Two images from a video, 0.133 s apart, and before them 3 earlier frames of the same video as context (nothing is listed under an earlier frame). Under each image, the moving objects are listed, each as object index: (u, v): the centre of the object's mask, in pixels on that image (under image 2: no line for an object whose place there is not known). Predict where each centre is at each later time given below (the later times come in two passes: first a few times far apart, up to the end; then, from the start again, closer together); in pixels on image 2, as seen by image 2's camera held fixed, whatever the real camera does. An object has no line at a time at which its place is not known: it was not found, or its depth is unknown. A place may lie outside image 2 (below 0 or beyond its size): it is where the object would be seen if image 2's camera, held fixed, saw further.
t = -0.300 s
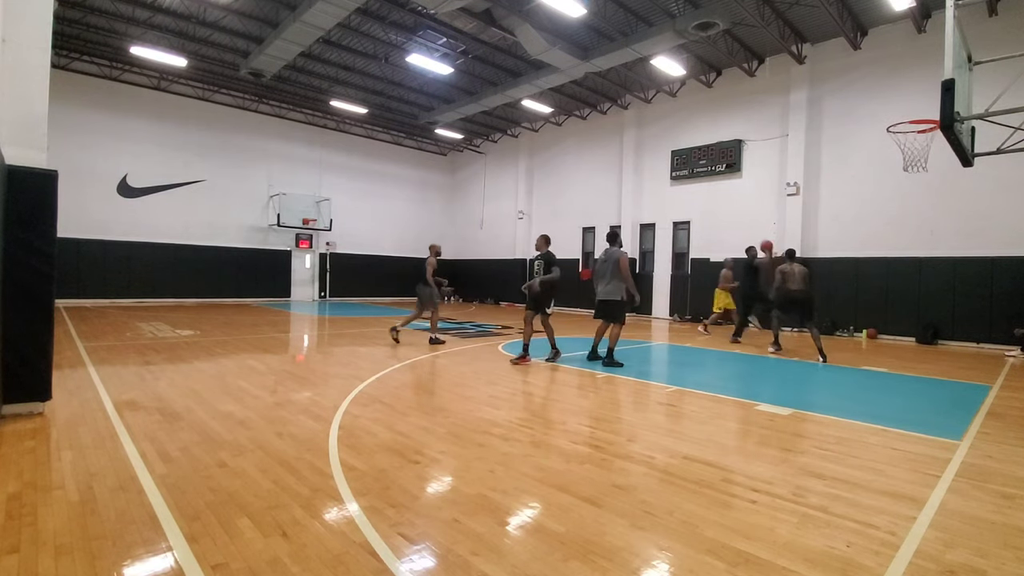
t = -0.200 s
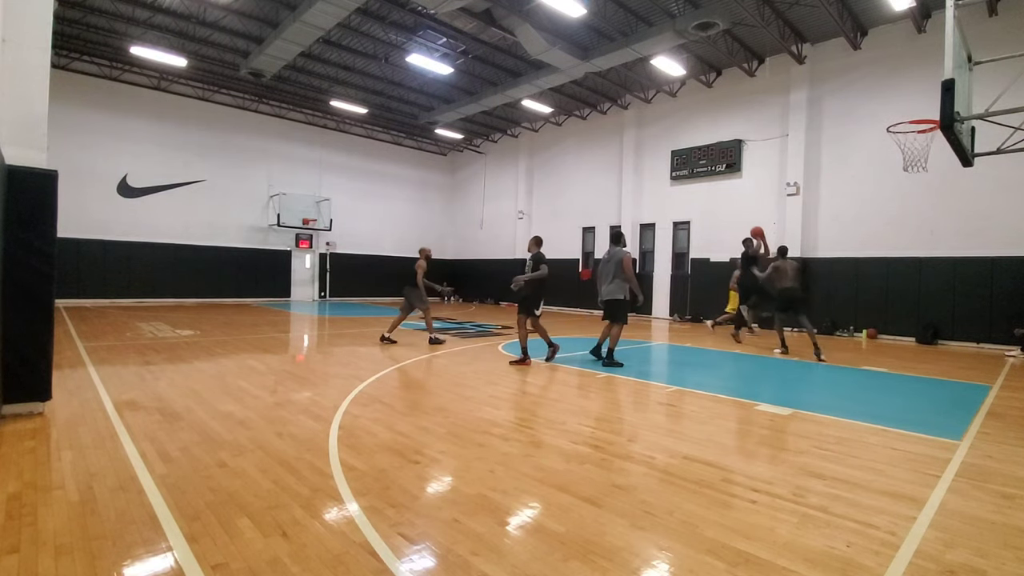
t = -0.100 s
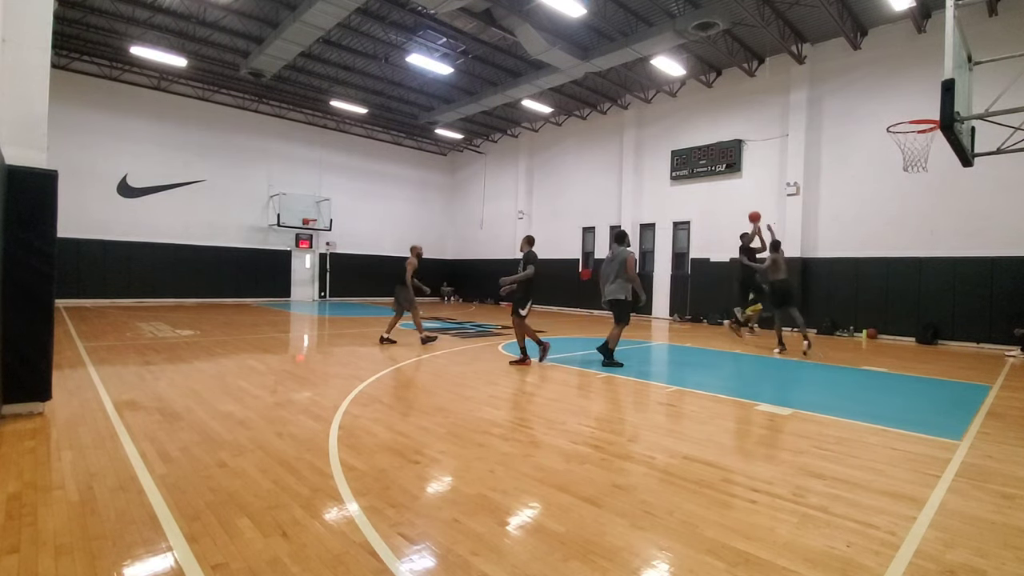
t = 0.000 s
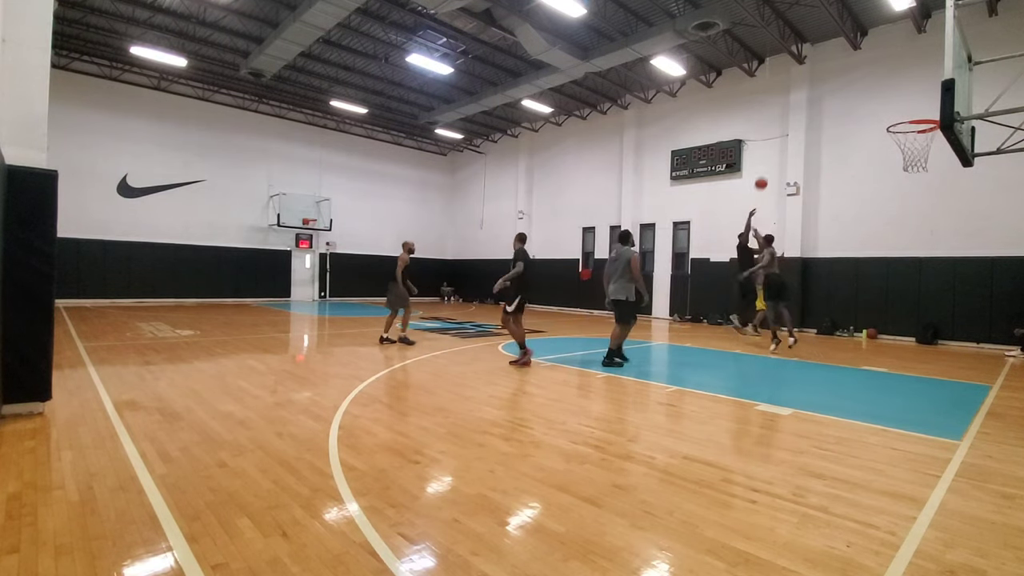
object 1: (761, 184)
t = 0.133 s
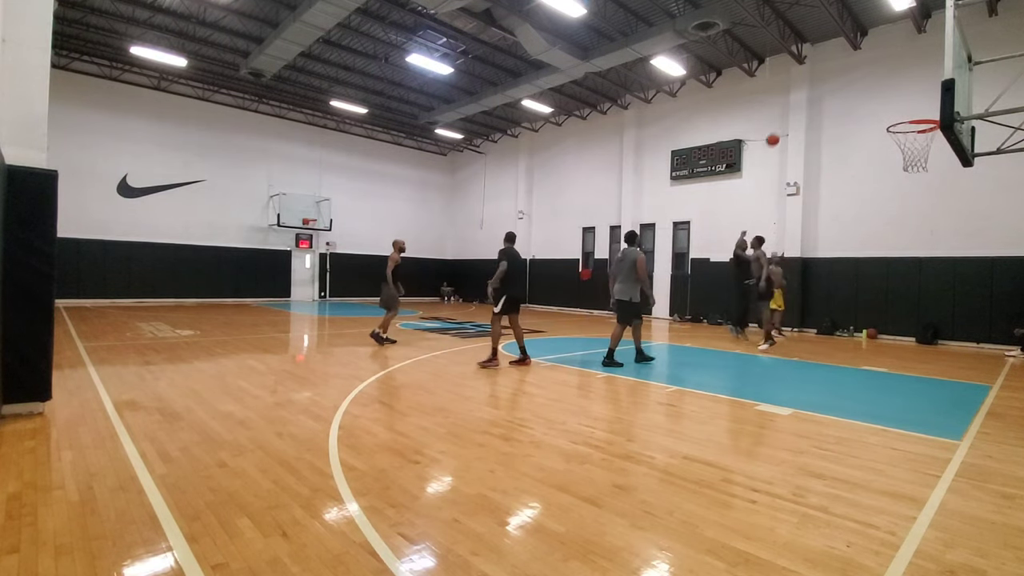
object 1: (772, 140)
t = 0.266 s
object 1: (784, 101)
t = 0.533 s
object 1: (812, 42)
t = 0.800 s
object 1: (846, 18)
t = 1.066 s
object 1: (886, 46)
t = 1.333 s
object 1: (931, 153)
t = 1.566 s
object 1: (932, 313)
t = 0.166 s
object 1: (775, 129)
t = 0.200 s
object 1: (778, 120)
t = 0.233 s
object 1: (781, 110)
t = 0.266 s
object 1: (784, 101)
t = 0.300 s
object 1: (788, 92)
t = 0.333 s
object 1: (791, 84)
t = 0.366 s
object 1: (794, 75)
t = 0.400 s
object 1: (798, 67)
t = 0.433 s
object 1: (801, 60)
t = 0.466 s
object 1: (805, 53)
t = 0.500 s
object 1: (809, 48)
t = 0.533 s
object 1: (812, 42)
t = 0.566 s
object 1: (816, 36)
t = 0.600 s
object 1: (819, 33)
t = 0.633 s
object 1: (824, 29)
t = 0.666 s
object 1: (828, 26)
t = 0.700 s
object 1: (832, 23)
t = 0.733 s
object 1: (836, 21)
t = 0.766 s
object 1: (841, 18)
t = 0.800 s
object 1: (846, 18)
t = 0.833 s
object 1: (850, 19)
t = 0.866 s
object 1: (855, 20)
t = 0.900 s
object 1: (859, 22)
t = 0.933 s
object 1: (864, 25)
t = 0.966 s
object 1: (869, 28)
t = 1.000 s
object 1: (874, 33)
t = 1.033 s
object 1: (880, 39)
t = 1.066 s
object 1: (886, 46)
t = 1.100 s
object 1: (892, 55)
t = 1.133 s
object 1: (898, 65)
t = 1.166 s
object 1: (904, 75)
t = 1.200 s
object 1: (910, 89)
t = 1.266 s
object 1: (923, 119)
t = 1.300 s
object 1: (929, 137)
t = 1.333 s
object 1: (931, 153)
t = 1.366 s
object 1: (932, 172)
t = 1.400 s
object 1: (931, 191)
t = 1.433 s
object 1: (932, 212)
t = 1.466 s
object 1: (932, 234)
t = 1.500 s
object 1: (931, 259)
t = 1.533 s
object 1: (931, 284)
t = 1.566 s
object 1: (932, 313)
